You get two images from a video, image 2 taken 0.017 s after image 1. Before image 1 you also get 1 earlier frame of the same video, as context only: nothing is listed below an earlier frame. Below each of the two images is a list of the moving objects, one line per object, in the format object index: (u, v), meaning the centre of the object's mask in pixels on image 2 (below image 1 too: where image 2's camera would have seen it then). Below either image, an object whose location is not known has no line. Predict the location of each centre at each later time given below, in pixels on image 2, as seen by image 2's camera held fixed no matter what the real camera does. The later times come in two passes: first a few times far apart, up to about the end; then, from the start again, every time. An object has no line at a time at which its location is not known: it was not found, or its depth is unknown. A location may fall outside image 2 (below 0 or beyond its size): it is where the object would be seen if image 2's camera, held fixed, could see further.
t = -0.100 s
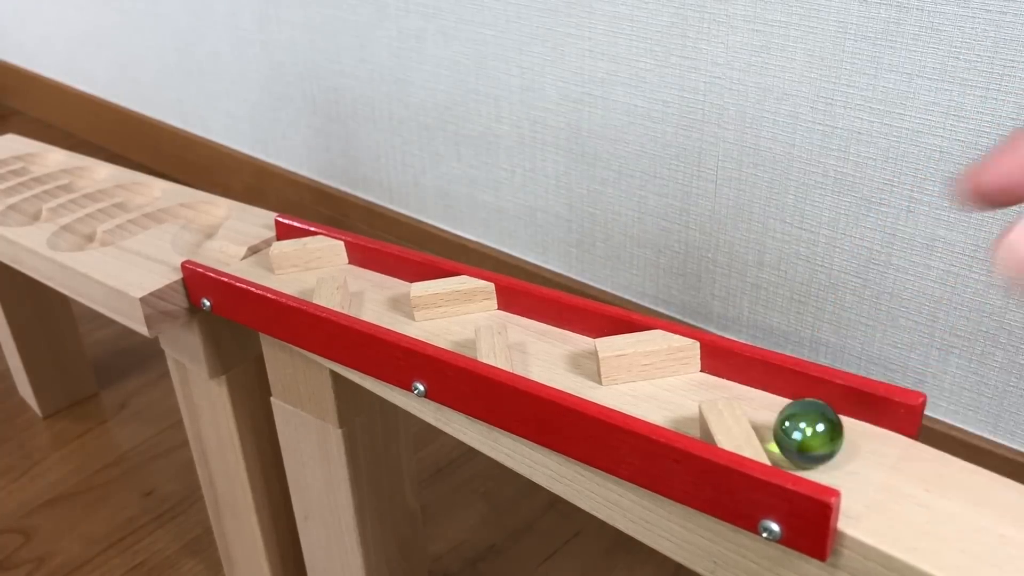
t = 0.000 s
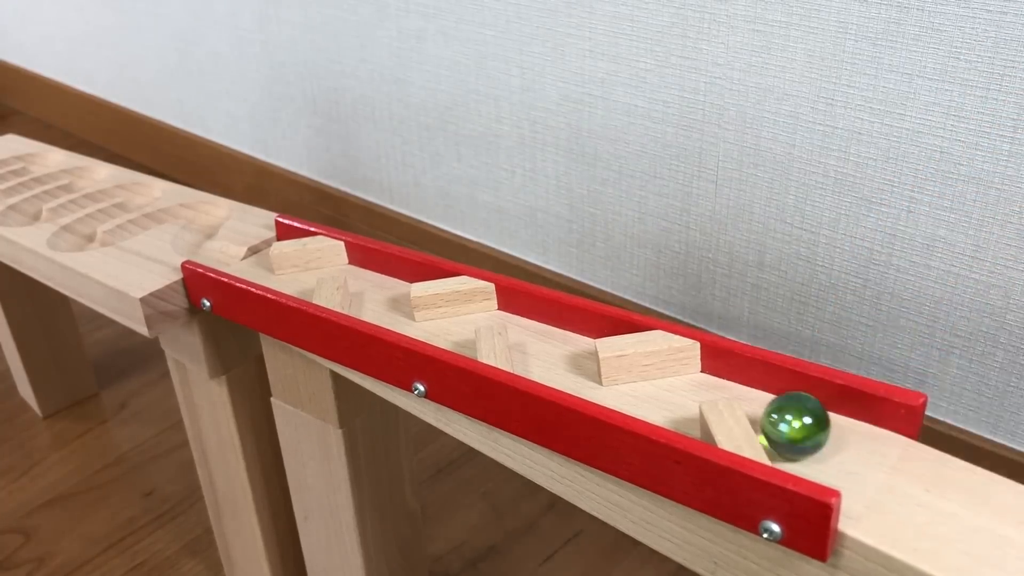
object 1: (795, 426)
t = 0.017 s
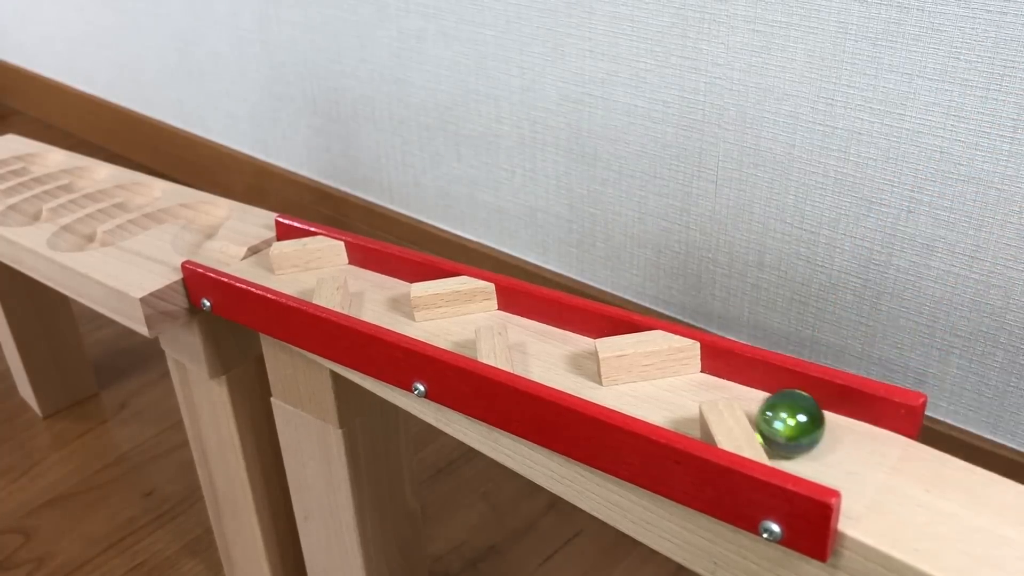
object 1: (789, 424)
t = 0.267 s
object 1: (709, 374)
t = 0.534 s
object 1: (554, 361)
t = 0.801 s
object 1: (498, 306)
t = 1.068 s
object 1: (377, 302)
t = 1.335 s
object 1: (340, 260)
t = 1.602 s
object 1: (233, 256)
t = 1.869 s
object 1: (213, 206)
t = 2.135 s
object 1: (74, 238)
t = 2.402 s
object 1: (147, 193)
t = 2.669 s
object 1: (42, 212)
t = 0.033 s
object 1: (784, 421)
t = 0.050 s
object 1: (781, 418)
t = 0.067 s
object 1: (780, 414)
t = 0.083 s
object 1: (778, 410)
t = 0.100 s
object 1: (775, 406)
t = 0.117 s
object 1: (772, 402)
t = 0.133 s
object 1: (768, 397)
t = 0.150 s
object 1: (765, 392)
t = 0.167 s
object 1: (761, 388)
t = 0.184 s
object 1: (755, 383)
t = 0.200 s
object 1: (748, 381)
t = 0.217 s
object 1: (739, 378)
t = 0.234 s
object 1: (729, 376)
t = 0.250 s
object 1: (719, 375)
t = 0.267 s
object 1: (709, 374)
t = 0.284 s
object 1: (698, 372)
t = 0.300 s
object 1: (684, 369)
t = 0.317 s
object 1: (676, 370)
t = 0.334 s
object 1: (668, 374)
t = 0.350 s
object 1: (658, 377)
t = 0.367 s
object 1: (648, 379)
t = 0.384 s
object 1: (635, 381)
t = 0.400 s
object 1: (624, 382)
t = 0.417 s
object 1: (612, 382)
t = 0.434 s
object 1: (600, 381)
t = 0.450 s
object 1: (591, 379)
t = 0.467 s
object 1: (586, 376)
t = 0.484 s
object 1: (579, 373)
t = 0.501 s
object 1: (572, 368)
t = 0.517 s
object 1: (564, 365)
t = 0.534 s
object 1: (554, 361)
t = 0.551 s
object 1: (545, 357)
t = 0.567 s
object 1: (539, 354)
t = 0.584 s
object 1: (542, 349)
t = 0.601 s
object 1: (546, 342)
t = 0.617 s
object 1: (547, 338)
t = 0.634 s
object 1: (547, 332)
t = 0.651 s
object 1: (547, 325)
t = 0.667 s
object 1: (546, 321)
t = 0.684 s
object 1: (538, 320)
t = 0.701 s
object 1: (531, 319)
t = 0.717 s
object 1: (527, 316)
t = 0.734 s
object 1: (524, 314)
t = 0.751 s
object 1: (519, 312)
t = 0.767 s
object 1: (512, 310)
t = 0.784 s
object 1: (505, 308)
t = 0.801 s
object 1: (498, 306)
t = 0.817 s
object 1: (490, 305)
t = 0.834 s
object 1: (481, 304)
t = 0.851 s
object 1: (474, 304)
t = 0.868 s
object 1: (467, 306)
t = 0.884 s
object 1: (459, 309)
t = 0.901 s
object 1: (449, 312)
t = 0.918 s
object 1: (439, 313)
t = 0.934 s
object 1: (430, 315)
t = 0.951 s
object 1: (420, 315)
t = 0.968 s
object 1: (411, 315)
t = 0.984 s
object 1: (401, 315)
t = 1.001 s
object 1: (395, 312)
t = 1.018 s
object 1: (392, 310)
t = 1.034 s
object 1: (387, 308)
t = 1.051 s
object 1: (382, 305)
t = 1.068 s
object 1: (377, 302)
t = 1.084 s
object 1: (370, 300)
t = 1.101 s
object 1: (366, 297)
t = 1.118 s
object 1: (369, 294)
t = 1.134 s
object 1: (373, 288)
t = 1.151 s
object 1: (375, 283)
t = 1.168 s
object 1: (376, 279)
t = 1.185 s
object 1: (377, 275)
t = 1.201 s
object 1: (377, 270)
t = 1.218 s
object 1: (374, 270)
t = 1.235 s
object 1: (366, 269)
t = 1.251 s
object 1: (365, 267)
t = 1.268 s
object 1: (362, 265)
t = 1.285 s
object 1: (357, 264)
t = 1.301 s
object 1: (352, 262)
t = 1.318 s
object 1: (346, 261)
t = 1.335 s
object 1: (340, 260)
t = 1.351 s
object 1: (333, 259)
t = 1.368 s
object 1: (326, 258)
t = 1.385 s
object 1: (320, 258)
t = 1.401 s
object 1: (312, 260)
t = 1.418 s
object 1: (303, 262)
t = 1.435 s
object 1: (295, 263)
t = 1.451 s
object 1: (286, 265)
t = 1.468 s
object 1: (277, 266)
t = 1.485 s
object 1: (269, 267)
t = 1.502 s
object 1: (259, 267)
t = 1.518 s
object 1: (251, 266)
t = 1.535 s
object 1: (249, 264)
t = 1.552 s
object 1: (246, 262)
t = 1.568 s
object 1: (242, 260)
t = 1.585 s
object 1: (238, 258)
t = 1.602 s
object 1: (233, 256)
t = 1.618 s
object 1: (228, 253)
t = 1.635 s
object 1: (223, 251)
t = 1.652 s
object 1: (220, 249)
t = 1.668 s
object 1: (218, 247)
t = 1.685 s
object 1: (215, 244)
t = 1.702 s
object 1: (210, 241)
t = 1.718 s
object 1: (202, 240)
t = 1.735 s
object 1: (194, 239)
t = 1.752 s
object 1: (188, 234)
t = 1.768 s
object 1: (185, 229)
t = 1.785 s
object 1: (188, 226)
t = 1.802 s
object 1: (194, 225)
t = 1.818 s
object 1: (203, 221)
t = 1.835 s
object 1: (210, 216)
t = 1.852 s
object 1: (215, 209)
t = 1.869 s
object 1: (213, 206)
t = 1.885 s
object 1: (207, 208)
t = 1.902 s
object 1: (198, 210)
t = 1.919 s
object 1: (188, 210)
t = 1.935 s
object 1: (168, 209)
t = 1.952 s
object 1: (157, 212)
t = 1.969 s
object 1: (147, 216)
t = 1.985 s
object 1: (138, 221)
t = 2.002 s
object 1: (130, 225)
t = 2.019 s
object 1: (122, 229)
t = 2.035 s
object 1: (114, 232)
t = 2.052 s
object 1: (106, 235)
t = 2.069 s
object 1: (98, 236)
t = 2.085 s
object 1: (91, 237)
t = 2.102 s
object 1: (86, 238)
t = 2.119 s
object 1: (80, 238)
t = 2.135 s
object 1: (74, 238)
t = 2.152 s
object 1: (68, 238)
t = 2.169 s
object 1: (66, 236)
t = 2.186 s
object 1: (68, 235)
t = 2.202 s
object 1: (71, 234)
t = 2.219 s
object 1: (76, 230)
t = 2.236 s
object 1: (81, 225)
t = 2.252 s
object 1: (86, 221)
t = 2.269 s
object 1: (92, 218)
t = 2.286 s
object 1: (101, 213)
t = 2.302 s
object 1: (109, 210)
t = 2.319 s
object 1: (117, 207)
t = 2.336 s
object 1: (126, 203)
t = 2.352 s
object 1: (133, 201)
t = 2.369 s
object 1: (140, 198)
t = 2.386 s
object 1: (145, 194)
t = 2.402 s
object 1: (147, 193)
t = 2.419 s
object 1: (147, 192)
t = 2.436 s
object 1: (146, 191)
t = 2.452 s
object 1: (145, 190)
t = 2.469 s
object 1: (142, 189)
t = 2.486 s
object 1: (138, 189)
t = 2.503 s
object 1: (133, 189)
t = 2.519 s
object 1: (118, 189)
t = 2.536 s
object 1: (106, 190)
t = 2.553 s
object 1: (96, 193)
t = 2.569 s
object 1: (86, 197)
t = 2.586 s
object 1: (77, 200)
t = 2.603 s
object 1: (69, 203)
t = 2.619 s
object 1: (62, 207)
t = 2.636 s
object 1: (56, 209)
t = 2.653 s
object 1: (48, 211)
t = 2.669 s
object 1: (42, 212)
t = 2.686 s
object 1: (37, 214)
